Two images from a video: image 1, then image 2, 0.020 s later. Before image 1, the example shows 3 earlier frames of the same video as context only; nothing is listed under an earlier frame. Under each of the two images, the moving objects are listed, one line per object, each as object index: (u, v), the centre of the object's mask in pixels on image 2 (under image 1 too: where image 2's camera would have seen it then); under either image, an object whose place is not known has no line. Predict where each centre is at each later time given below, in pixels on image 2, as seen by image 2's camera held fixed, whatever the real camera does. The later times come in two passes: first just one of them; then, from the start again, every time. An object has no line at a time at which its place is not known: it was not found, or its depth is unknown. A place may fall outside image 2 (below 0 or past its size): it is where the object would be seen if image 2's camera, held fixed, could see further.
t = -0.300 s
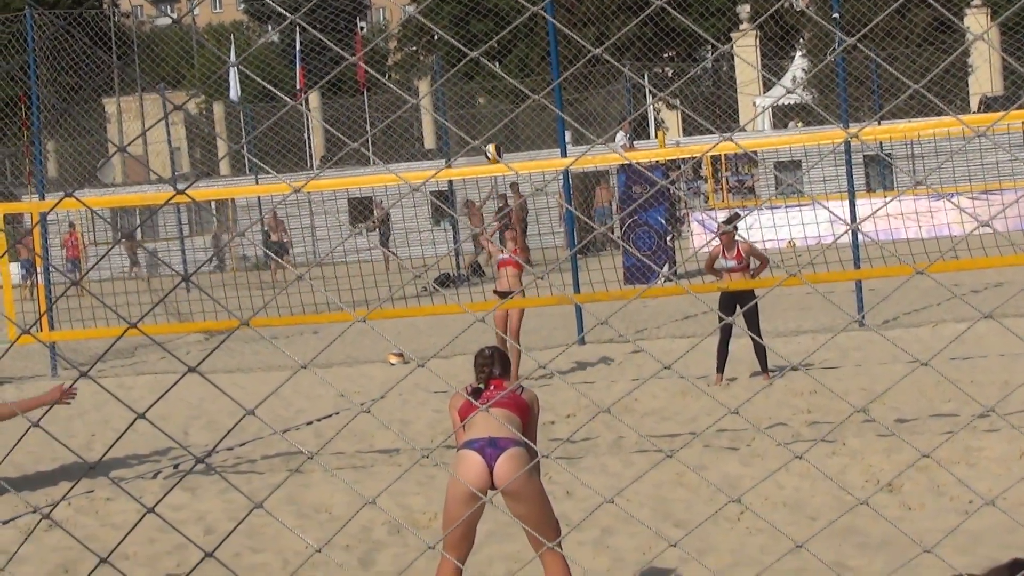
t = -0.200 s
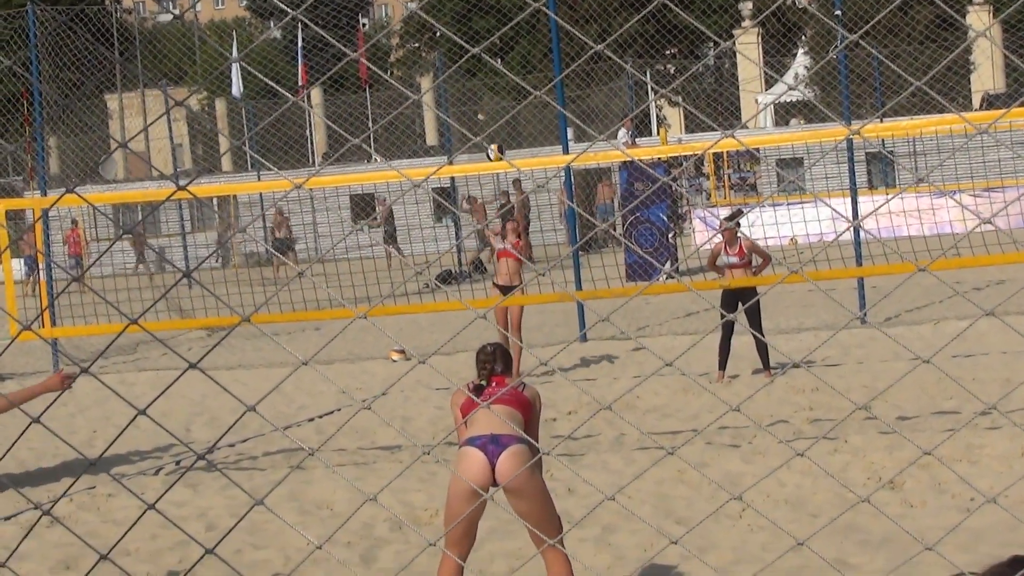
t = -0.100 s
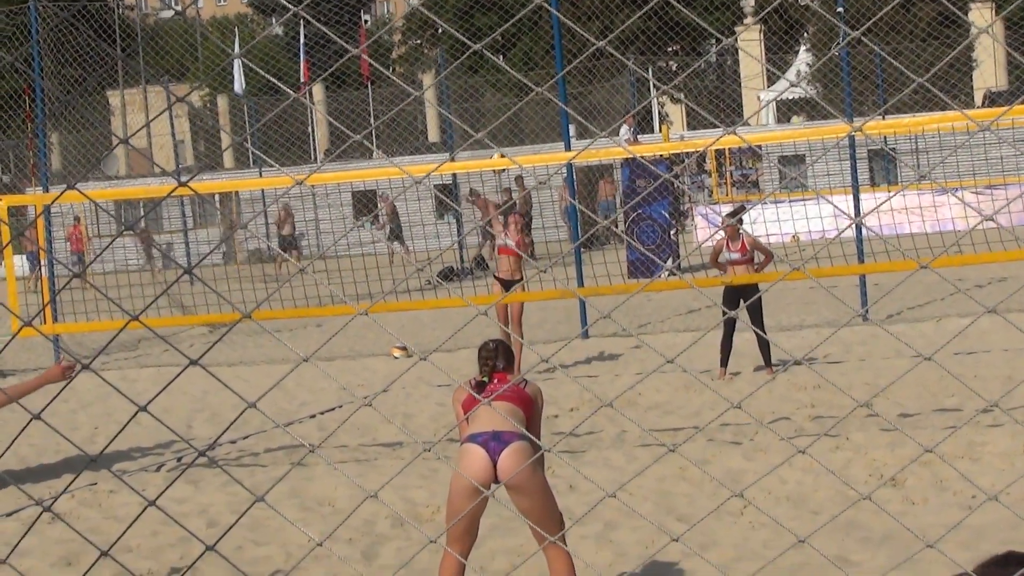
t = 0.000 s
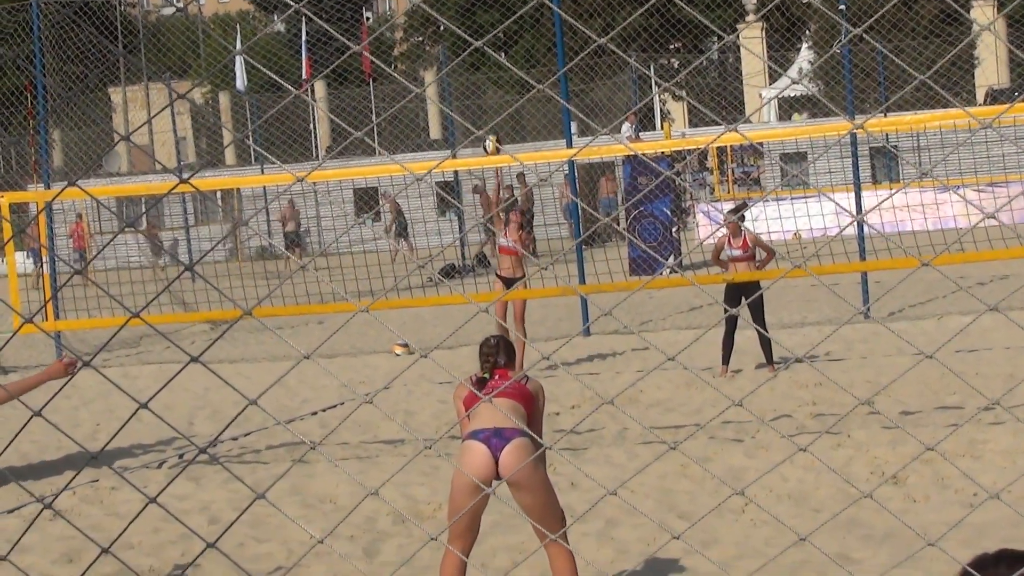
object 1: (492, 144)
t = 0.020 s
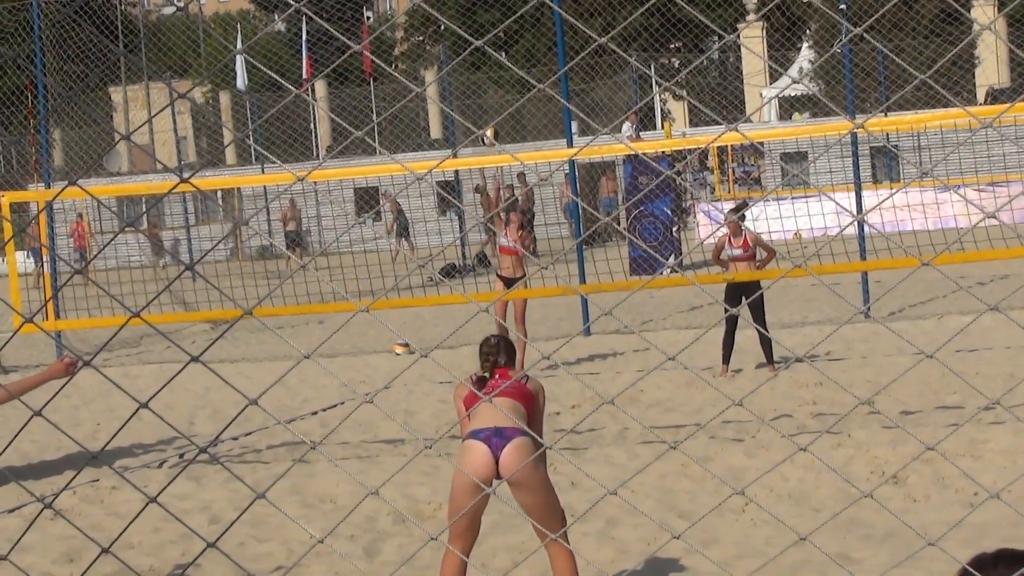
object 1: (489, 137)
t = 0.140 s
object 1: (468, 92)
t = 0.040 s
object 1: (485, 127)
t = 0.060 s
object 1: (482, 119)
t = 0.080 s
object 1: (479, 112)
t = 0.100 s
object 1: (476, 106)
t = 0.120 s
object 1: (472, 99)
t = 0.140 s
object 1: (468, 92)
